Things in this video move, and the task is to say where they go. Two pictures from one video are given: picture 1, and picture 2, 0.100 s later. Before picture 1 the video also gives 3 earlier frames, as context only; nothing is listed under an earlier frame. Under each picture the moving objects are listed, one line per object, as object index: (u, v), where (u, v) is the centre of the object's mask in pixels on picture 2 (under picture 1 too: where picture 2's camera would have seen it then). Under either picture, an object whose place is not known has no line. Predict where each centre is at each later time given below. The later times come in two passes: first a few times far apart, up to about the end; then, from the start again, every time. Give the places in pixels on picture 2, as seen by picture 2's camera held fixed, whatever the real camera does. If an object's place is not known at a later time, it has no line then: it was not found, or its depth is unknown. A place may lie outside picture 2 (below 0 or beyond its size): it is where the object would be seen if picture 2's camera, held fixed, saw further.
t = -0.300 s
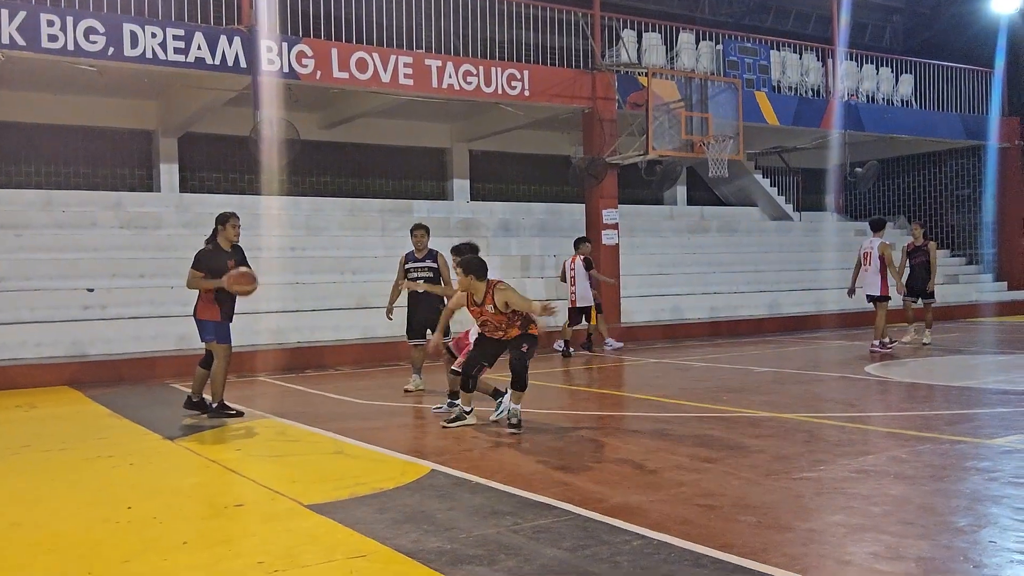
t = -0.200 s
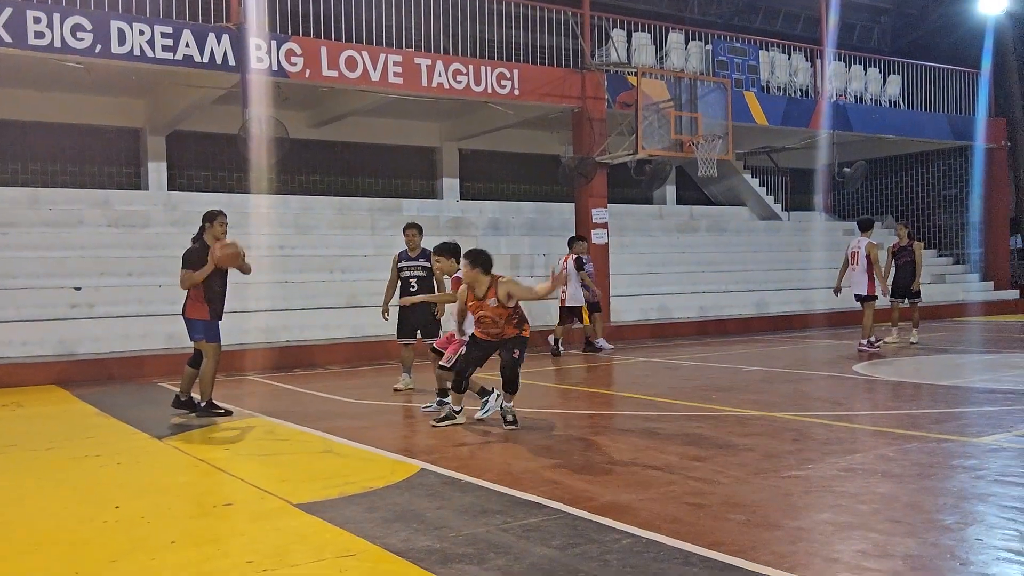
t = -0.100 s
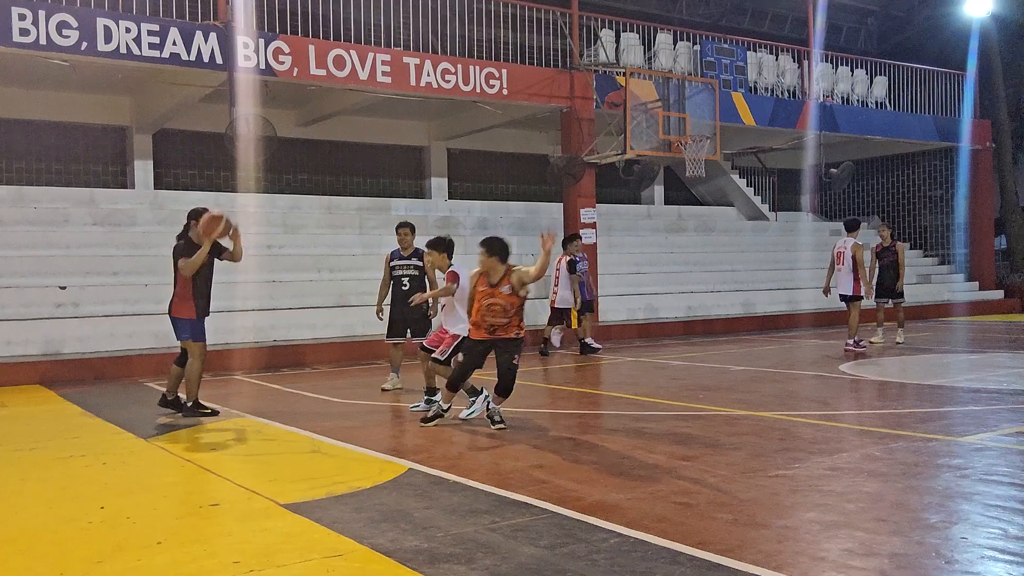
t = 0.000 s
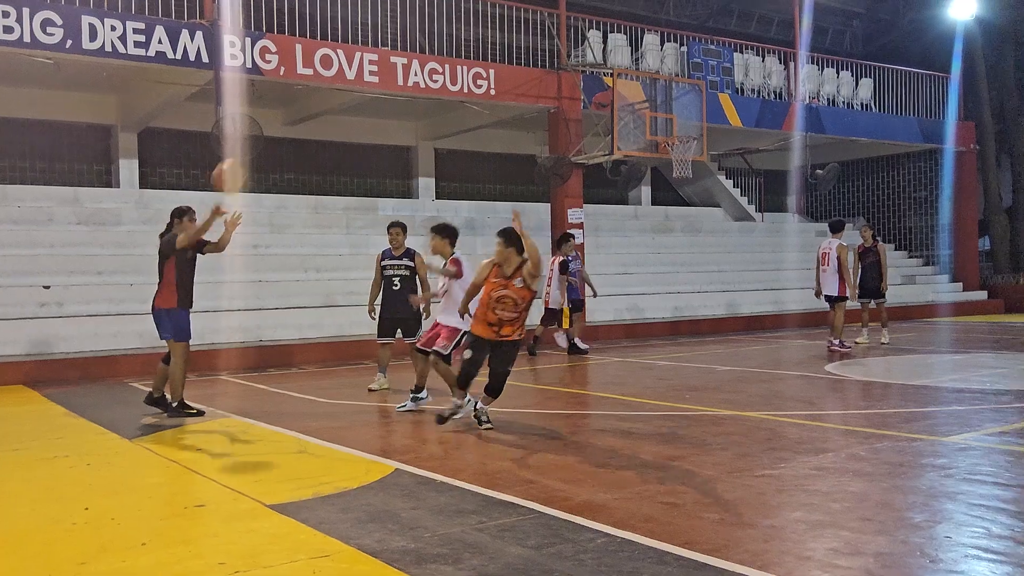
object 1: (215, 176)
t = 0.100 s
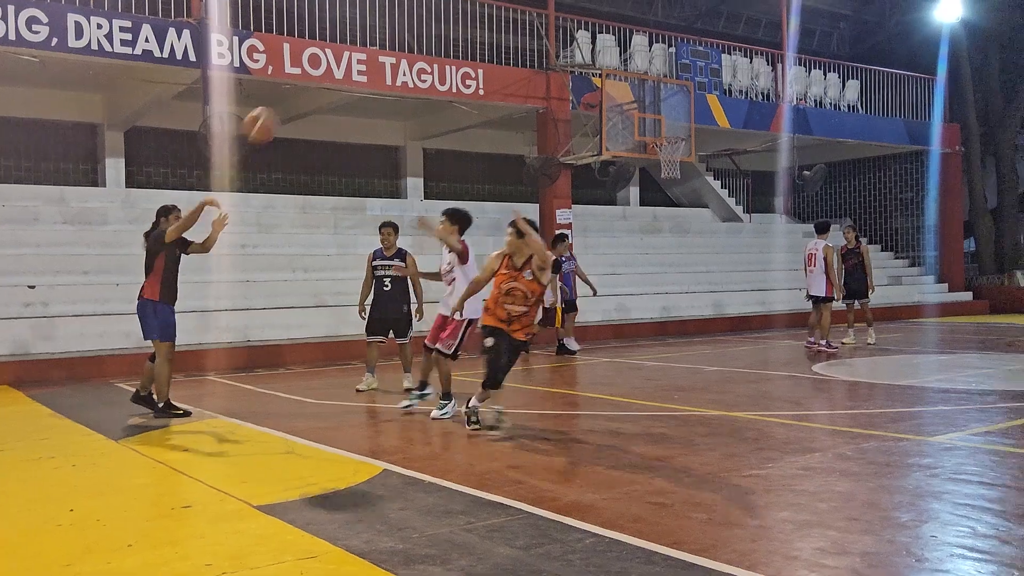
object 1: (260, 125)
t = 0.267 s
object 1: (345, 60)
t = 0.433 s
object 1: (446, 26)
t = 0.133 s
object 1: (277, 110)
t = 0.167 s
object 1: (292, 97)
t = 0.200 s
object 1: (308, 84)
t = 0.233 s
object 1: (326, 72)
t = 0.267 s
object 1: (345, 60)
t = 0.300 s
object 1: (364, 50)
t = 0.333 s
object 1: (383, 42)
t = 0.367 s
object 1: (403, 35)
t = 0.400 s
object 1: (424, 30)
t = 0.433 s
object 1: (446, 26)
